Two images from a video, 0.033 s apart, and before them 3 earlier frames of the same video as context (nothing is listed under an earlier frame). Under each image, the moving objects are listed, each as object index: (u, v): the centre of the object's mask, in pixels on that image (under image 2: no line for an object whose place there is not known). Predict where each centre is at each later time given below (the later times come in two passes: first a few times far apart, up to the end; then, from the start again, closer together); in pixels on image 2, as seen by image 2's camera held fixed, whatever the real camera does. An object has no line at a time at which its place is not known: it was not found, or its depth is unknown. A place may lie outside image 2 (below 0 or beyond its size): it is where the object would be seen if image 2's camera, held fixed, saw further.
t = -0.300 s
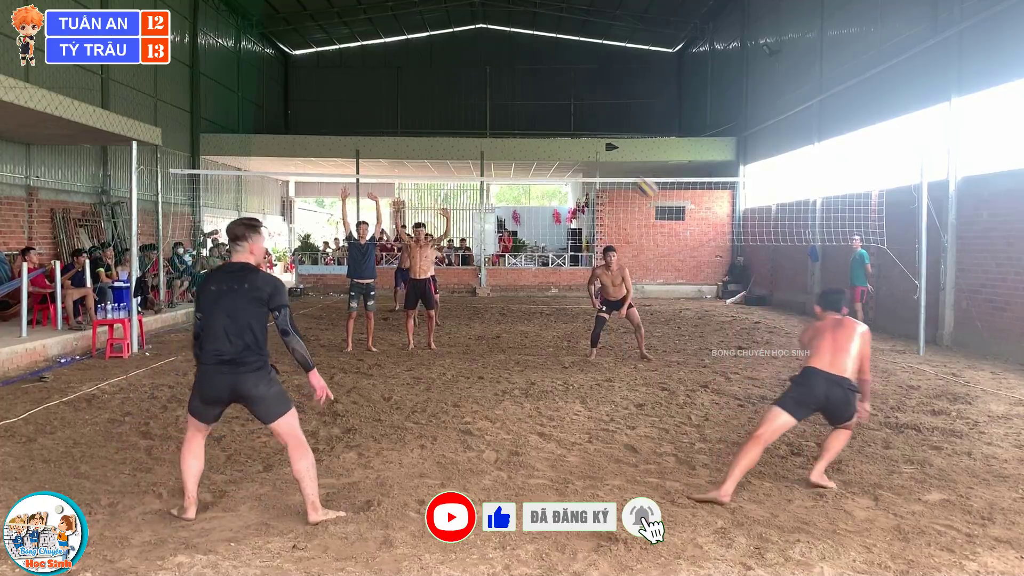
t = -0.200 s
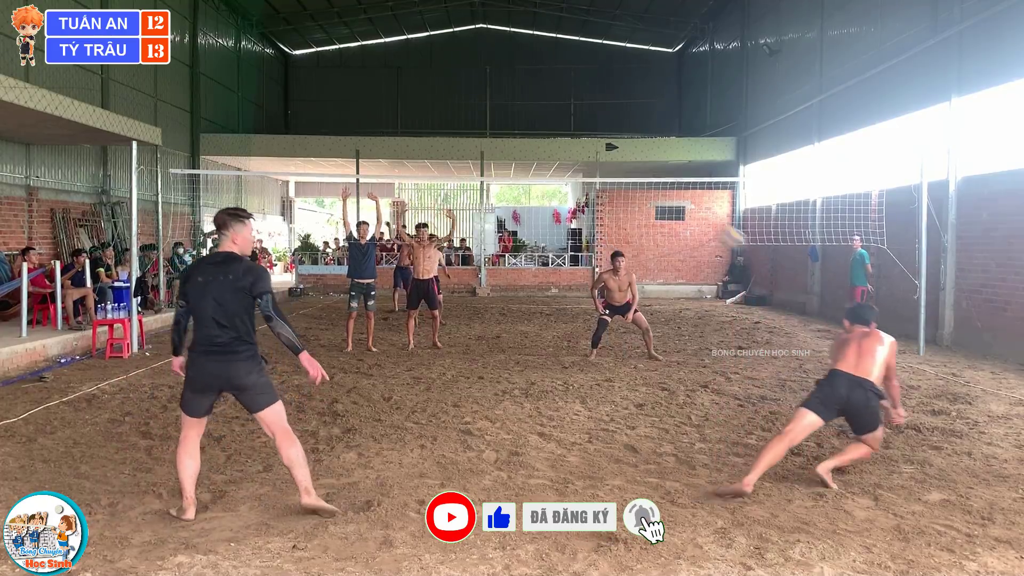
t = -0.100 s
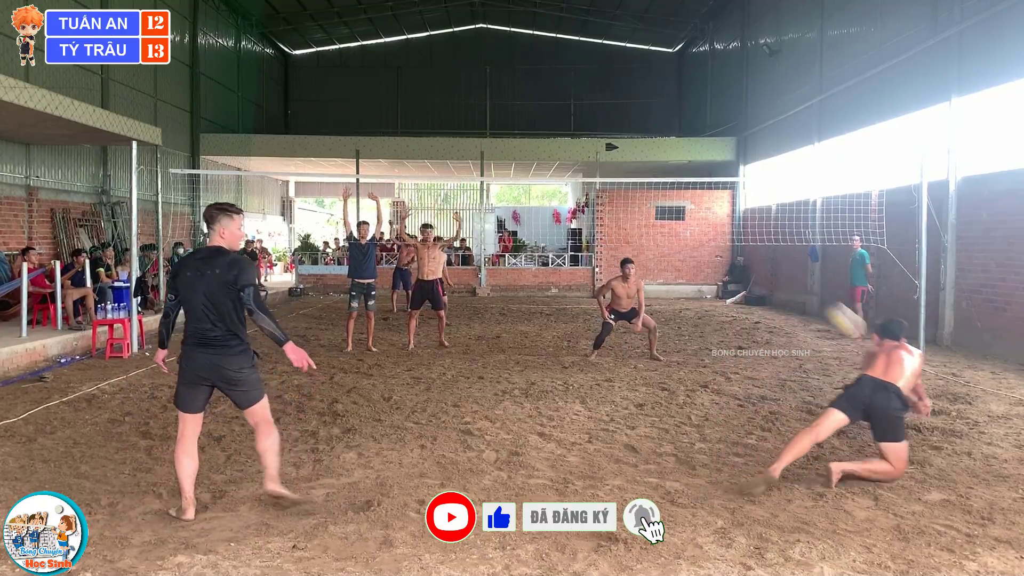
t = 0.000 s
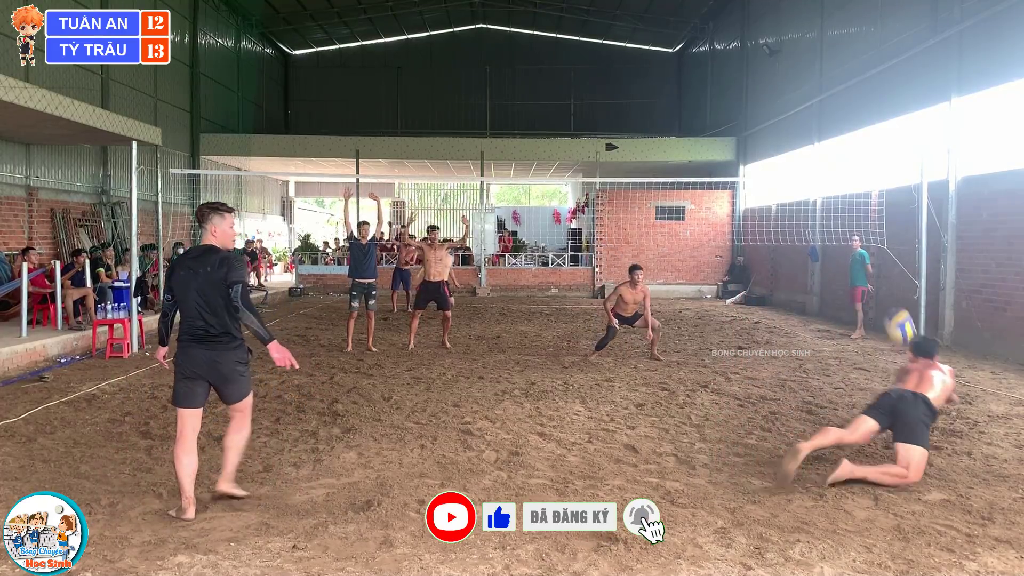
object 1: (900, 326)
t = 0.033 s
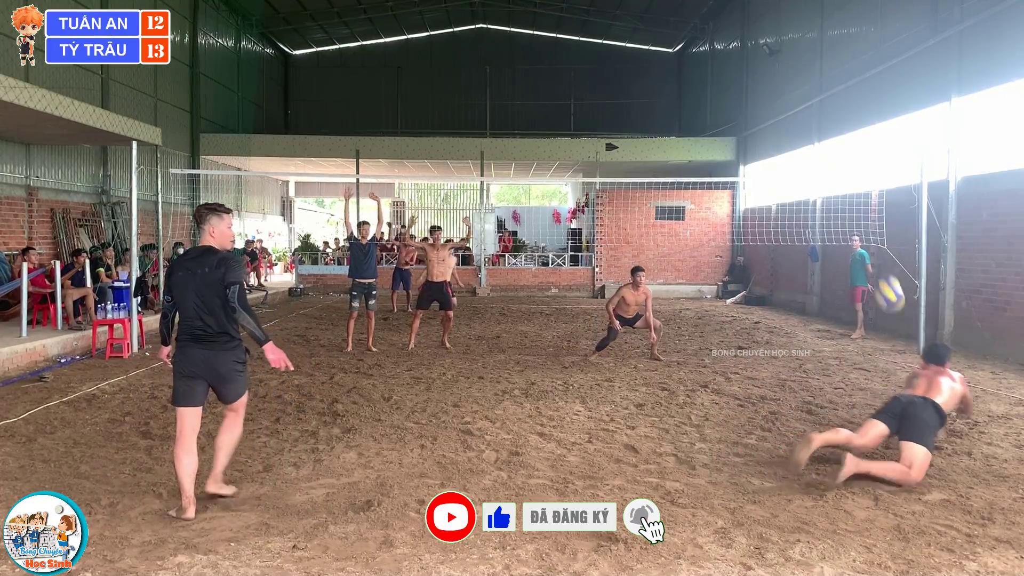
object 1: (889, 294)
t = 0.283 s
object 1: (813, 104)
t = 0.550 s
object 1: (740, 8)
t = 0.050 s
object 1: (885, 278)
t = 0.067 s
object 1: (881, 263)
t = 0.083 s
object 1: (875, 248)
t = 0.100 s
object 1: (868, 232)
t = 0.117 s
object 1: (864, 218)
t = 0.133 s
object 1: (857, 206)
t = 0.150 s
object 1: (851, 196)
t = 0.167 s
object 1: (844, 180)
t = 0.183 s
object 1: (839, 169)
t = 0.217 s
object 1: (830, 143)
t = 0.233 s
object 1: (826, 130)
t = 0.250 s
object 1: (824, 124)
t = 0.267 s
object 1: (819, 115)
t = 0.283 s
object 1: (813, 104)
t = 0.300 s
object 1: (807, 96)
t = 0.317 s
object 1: (804, 88)
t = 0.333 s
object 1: (798, 79)
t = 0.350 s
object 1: (795, 71)
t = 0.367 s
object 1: (790, 64)
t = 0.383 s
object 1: (784, 57)
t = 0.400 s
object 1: (779, 50)
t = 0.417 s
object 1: (775, 44)
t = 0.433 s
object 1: (771, 39)
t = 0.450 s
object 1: (767, 32)
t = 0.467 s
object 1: (763, 28)
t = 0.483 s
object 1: (758, 22)
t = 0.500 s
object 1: (754, 17)
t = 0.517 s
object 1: (750, 14)
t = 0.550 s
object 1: (740, 8)
